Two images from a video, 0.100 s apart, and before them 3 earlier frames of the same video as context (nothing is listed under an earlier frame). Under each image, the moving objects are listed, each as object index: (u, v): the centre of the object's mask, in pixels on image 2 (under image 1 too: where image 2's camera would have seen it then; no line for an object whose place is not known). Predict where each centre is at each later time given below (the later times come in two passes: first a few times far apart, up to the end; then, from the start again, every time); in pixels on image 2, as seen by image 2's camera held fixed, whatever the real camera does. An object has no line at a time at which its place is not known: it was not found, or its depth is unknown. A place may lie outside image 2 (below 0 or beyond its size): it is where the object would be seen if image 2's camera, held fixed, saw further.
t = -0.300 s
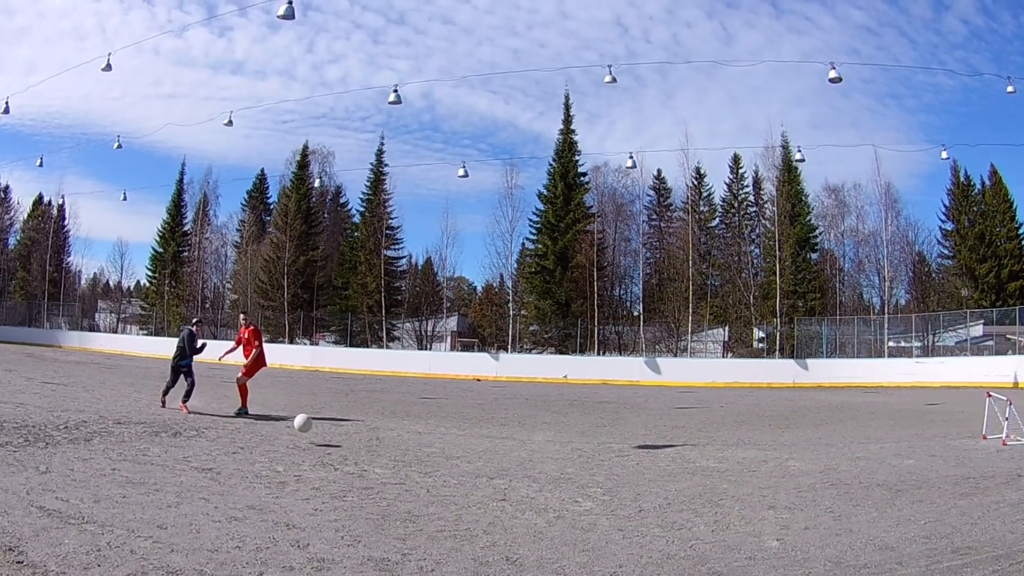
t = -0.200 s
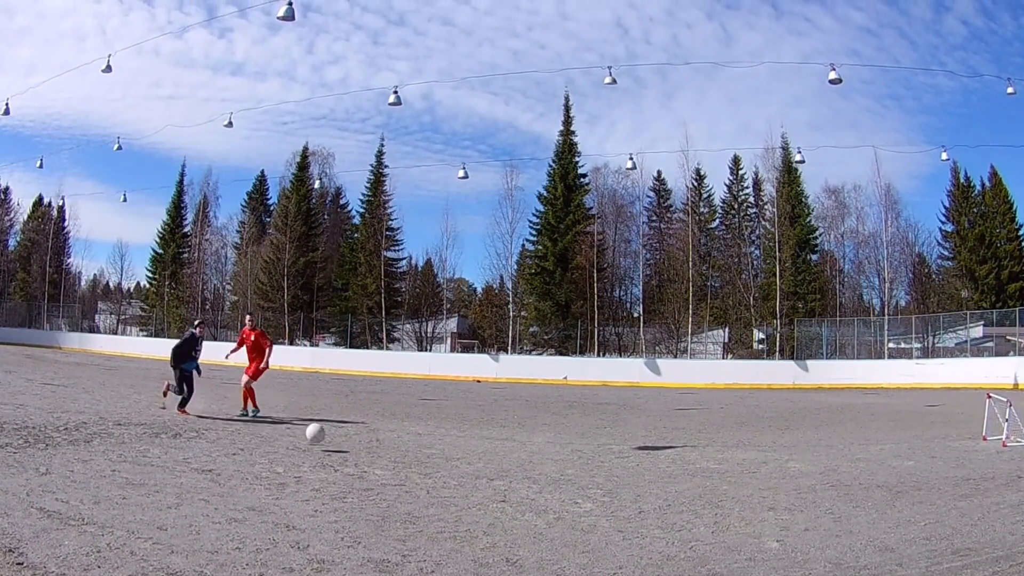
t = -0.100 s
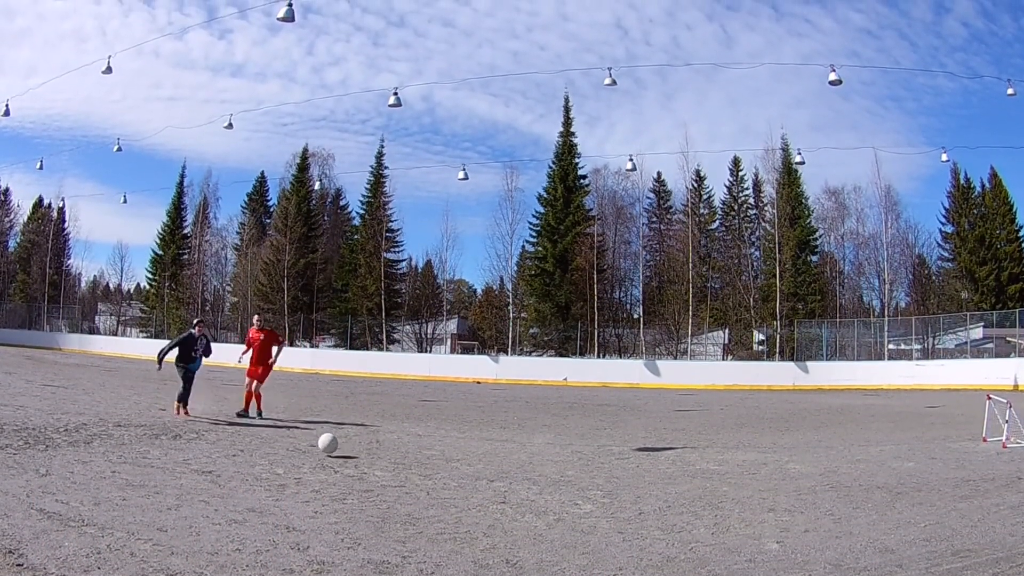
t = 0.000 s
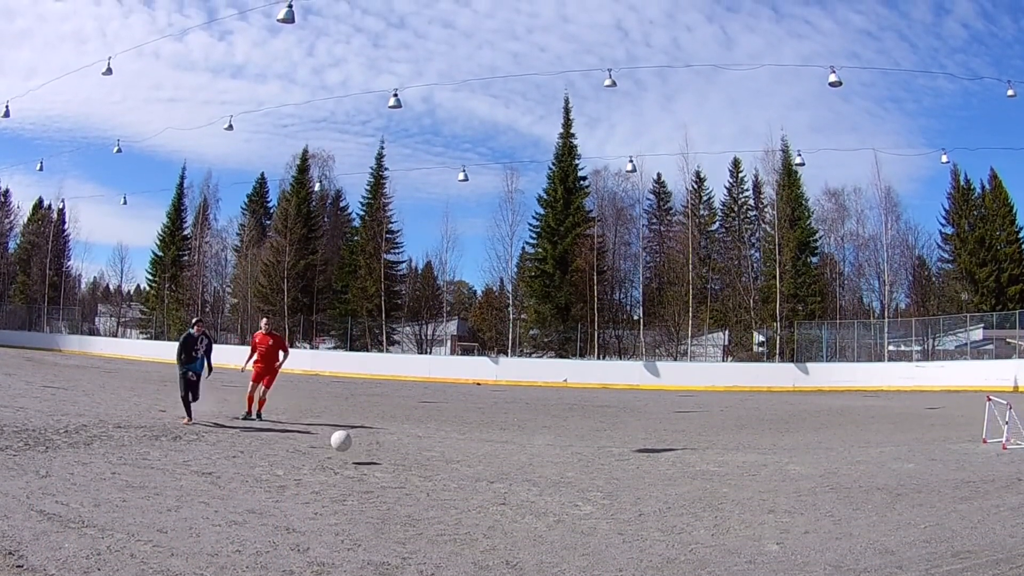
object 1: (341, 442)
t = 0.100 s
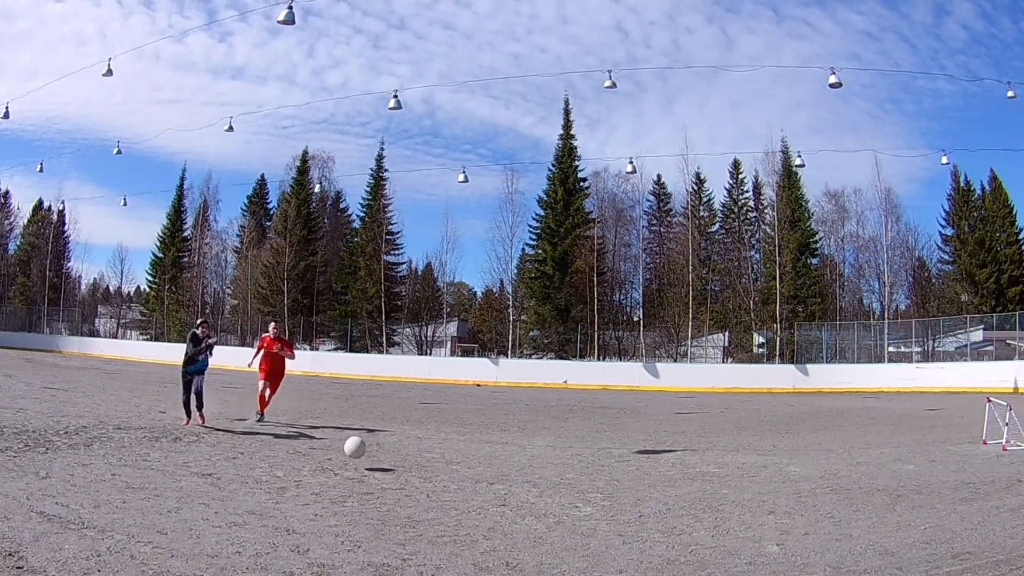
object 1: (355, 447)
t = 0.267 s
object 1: (379, 460)
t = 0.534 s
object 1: (419, 480)
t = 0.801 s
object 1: (472, 497)
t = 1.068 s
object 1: (535, 518)
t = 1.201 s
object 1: (573, 528)
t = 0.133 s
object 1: (360, 451)
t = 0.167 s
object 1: (365, 457)
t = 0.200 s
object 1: (370, 463)
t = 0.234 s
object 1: (375, 462)
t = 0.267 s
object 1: (379, 460)
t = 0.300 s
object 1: (383, 458)
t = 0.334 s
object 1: (388, 457)
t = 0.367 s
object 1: (393, 458)
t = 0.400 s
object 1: (398, 460)
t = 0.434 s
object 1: (403, 463)
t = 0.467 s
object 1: (408, 467)
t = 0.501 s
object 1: (413, 473)
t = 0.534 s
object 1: (419, 480)
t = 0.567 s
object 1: (425, 481)
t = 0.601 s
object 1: (431, 480)
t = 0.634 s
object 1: (438, 480)
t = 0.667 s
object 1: (444, 483)
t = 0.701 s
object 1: (451, 486)
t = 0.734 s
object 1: (458, 490)
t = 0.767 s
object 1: (465, 496)
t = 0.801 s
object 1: (472, 497)
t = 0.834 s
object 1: (479, 499)
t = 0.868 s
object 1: (487, 502)
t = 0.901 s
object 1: (495, 505)
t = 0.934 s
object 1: (502, 505)
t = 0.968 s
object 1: (510, 507)
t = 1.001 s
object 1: (518, 510)
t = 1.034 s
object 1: (526, 515)
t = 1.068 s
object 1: (535, 518)
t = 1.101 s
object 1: (544, 519)
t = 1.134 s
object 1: (554, 522)
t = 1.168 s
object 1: (563, 527)
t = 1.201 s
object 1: (573, 528)
